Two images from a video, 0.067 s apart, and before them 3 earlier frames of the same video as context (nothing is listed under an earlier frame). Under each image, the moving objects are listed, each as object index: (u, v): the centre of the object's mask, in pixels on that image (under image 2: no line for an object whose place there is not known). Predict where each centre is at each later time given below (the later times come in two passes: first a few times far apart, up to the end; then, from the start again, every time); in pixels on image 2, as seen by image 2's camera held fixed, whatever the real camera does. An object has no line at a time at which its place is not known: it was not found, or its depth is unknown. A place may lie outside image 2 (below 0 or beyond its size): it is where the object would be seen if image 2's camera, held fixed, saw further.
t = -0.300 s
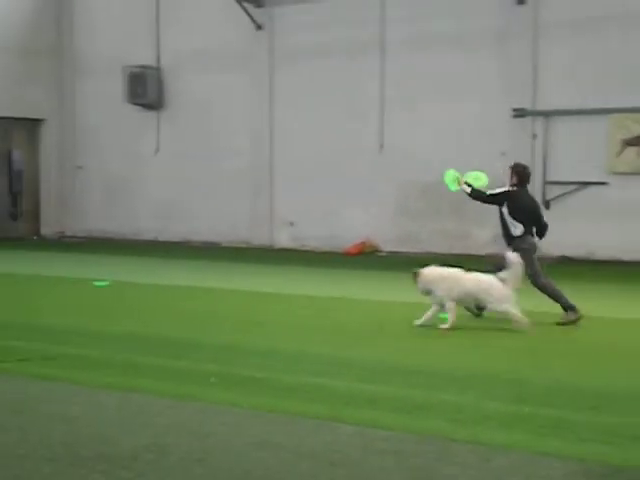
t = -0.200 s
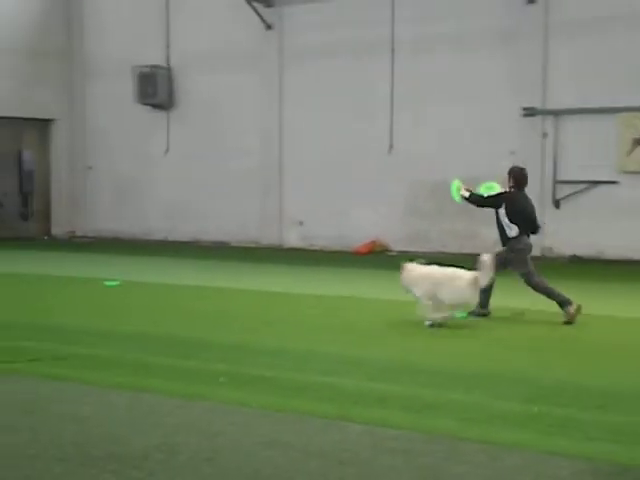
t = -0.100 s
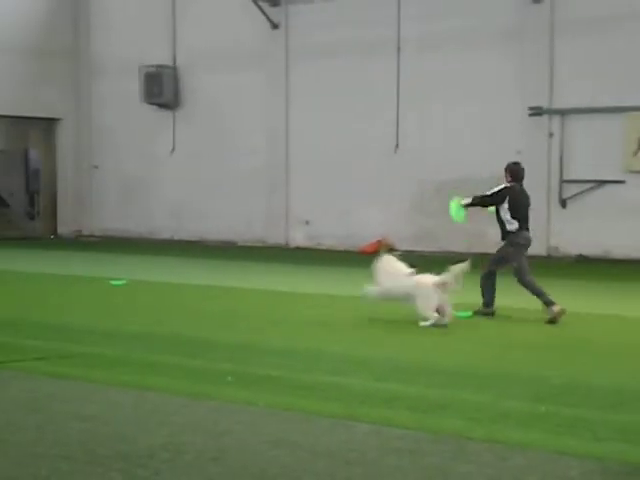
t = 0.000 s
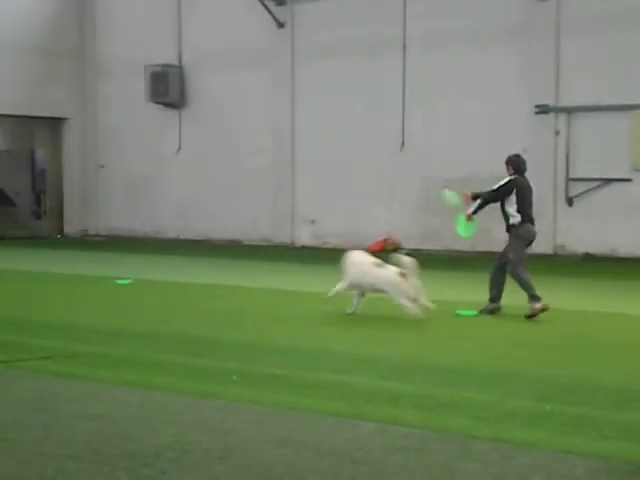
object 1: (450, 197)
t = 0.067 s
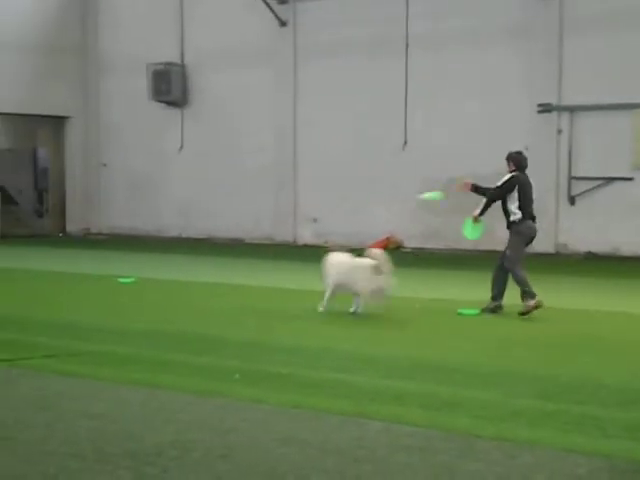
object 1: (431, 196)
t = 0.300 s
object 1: (351, 201)
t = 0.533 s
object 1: (307, 219)
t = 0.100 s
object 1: (414, 196)
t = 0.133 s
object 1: (402, 197)
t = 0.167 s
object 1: (389, 198)
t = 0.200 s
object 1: (382, 198)
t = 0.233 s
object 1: (371, 198)
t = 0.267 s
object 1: (360, 200)
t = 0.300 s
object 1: (351, 201)
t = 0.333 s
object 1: (344, 204)
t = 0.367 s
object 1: (338, 206)
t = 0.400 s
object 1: (332, 207)
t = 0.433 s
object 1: (324, 210)
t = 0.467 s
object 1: (316, 214)
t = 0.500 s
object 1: (312, 216)
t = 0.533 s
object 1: (307, 219)
